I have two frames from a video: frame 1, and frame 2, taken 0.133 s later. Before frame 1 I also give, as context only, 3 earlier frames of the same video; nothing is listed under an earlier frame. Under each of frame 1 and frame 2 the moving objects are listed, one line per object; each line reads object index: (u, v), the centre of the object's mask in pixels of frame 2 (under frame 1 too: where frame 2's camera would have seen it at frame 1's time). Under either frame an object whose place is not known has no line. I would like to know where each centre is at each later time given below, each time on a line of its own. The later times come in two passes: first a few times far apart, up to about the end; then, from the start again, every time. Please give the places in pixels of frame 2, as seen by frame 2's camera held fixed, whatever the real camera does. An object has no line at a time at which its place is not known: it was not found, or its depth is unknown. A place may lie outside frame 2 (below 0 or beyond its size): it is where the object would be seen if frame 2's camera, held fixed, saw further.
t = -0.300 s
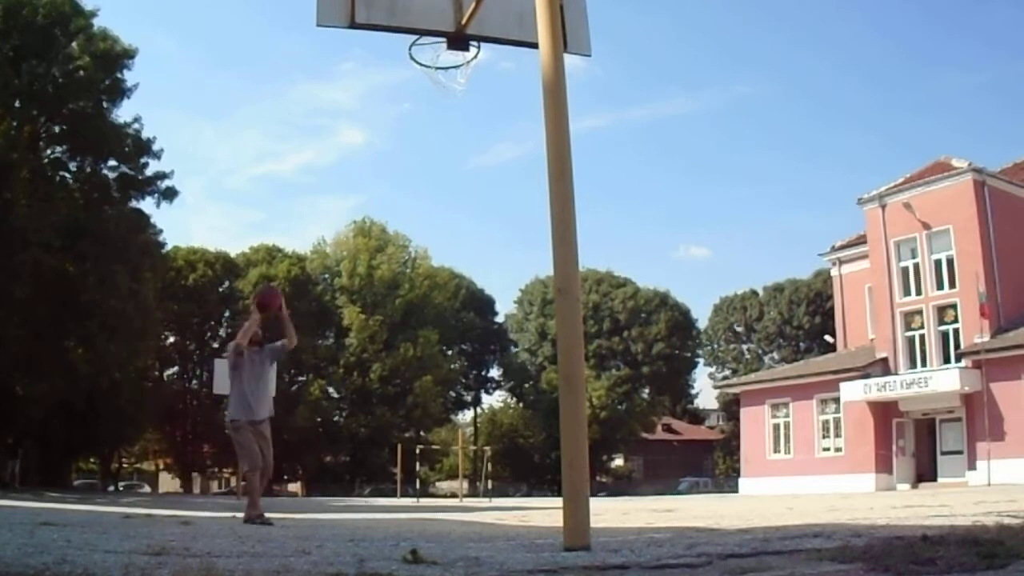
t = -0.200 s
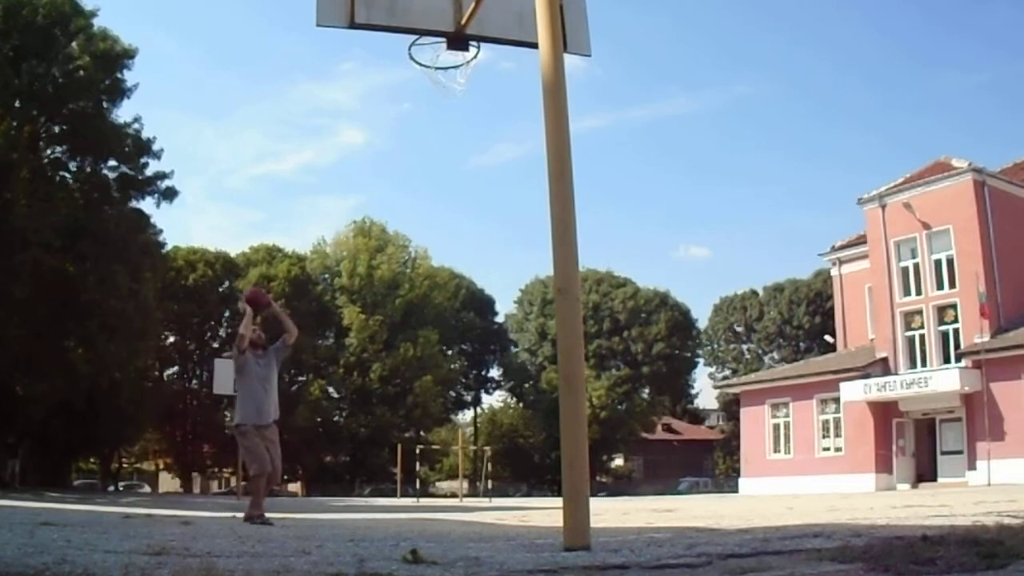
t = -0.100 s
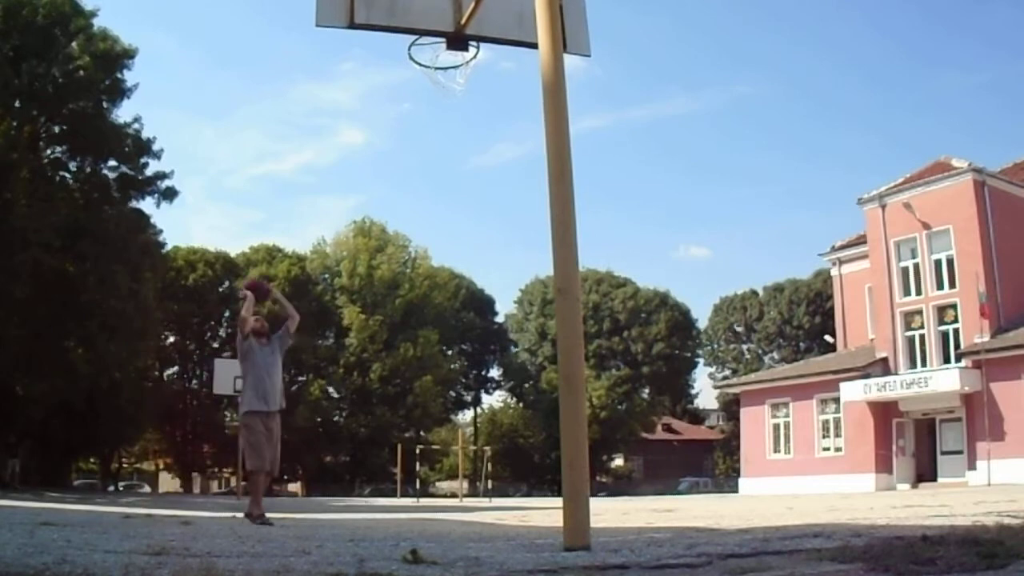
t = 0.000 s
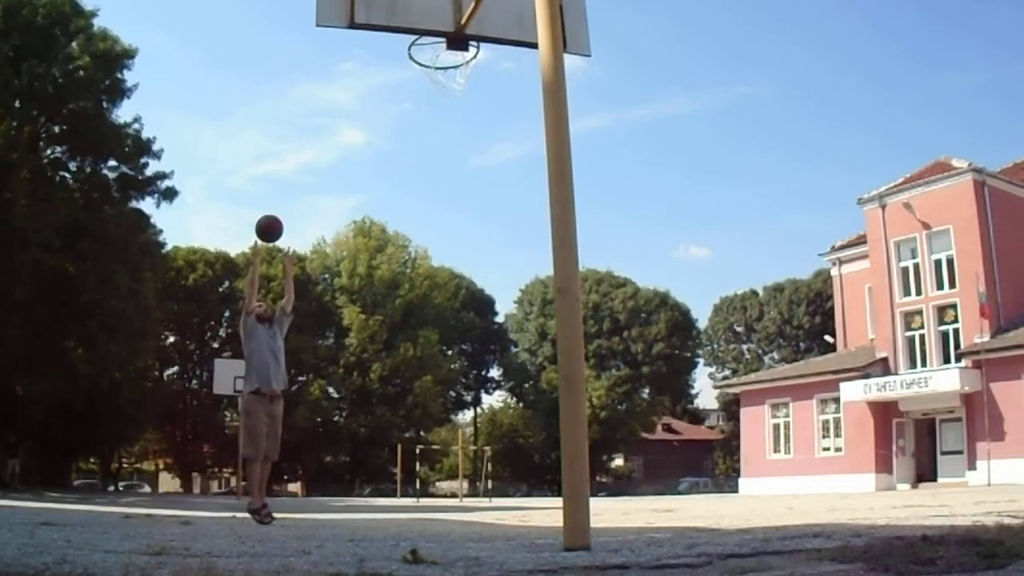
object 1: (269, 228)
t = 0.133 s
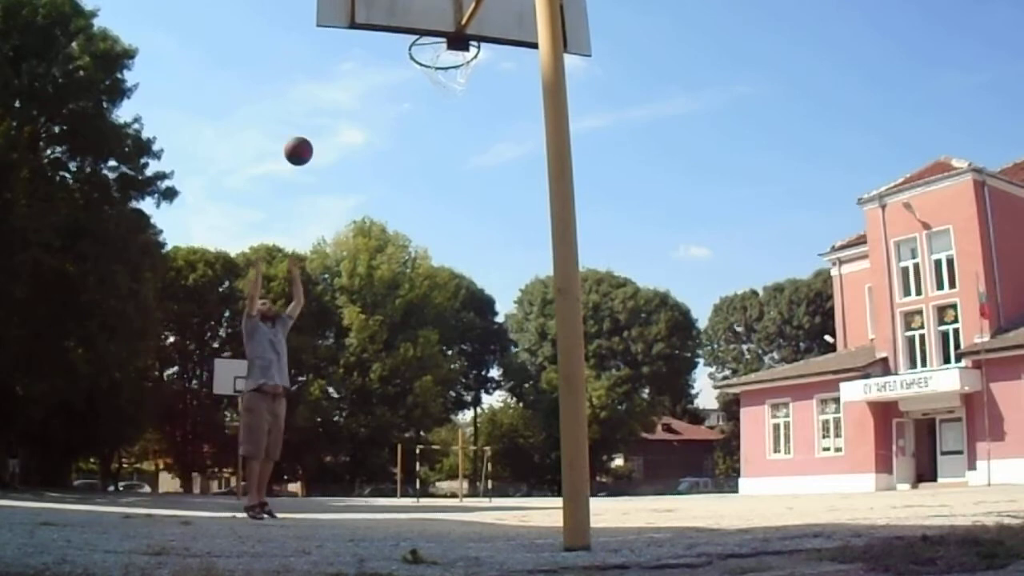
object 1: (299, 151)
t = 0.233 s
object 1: (321, 105)
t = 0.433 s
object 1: (368, 45)
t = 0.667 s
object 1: (426, 41)
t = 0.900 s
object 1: (425, 67)
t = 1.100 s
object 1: (436, 79)
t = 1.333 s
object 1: (467, 104)
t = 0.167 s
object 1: (306, 134)
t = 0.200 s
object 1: (313, 119)
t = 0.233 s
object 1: (321, 105)
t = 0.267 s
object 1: (329, 92)
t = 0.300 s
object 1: (336, 80)
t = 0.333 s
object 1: (344, 70)
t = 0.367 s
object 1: (352, 61)
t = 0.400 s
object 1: (360, 53)
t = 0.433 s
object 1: (368, 45)
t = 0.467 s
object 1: (375, 42)
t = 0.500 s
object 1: (383, 39)
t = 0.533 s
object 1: (391, 38)
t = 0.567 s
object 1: (399, 37)
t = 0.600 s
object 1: (404, 37)
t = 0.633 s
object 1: (410, 36)
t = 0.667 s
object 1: (426, 41)
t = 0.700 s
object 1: (433, 44)
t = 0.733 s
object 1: (439, 47)
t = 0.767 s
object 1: (452, 54)
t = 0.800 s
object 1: (450, 57)
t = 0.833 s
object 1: (439, 60)
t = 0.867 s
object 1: (429, 65)
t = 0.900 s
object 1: (425, 67)
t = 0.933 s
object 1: (424, 68)
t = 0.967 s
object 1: (424, 69)
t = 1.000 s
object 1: (425, 71)
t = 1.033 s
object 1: (428, 74)
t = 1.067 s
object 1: (432, 77)
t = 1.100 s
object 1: (436, 79)
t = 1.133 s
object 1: (441, 82)
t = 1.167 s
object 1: (446, 84)
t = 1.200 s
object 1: (451, 87)
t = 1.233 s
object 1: (455, 89)
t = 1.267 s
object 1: (459, 93)
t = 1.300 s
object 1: (463, 97)
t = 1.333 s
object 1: (467, 104)
